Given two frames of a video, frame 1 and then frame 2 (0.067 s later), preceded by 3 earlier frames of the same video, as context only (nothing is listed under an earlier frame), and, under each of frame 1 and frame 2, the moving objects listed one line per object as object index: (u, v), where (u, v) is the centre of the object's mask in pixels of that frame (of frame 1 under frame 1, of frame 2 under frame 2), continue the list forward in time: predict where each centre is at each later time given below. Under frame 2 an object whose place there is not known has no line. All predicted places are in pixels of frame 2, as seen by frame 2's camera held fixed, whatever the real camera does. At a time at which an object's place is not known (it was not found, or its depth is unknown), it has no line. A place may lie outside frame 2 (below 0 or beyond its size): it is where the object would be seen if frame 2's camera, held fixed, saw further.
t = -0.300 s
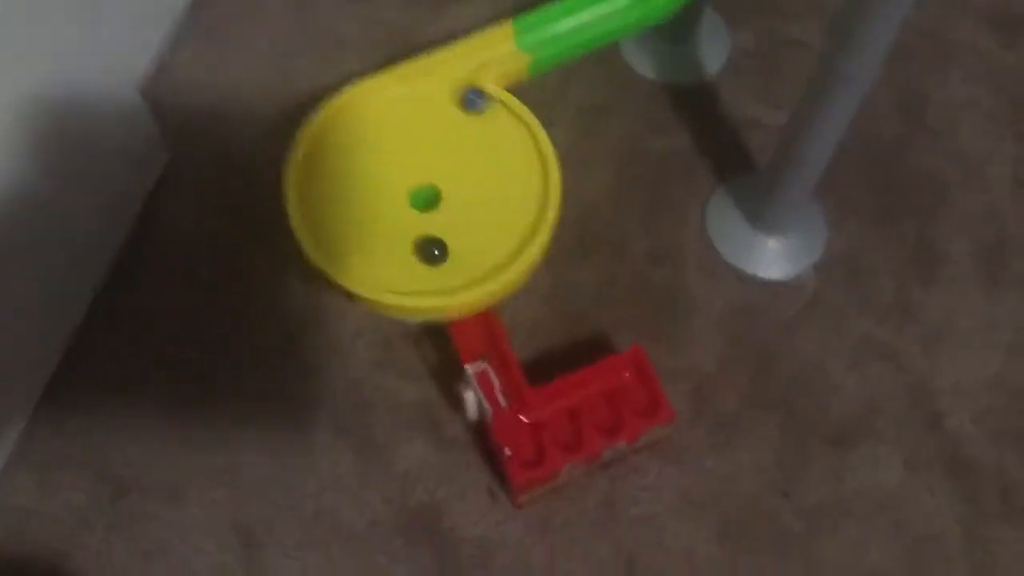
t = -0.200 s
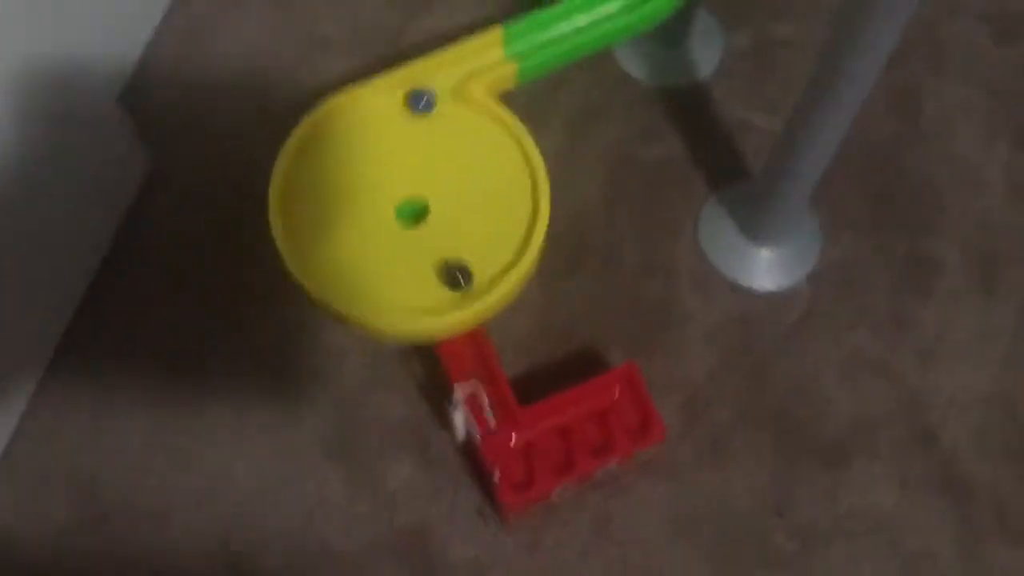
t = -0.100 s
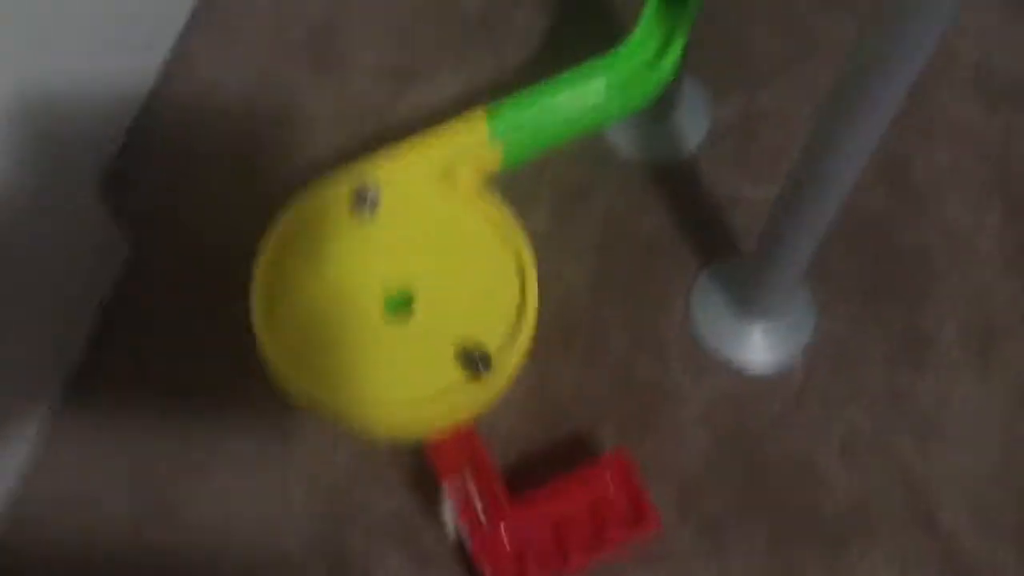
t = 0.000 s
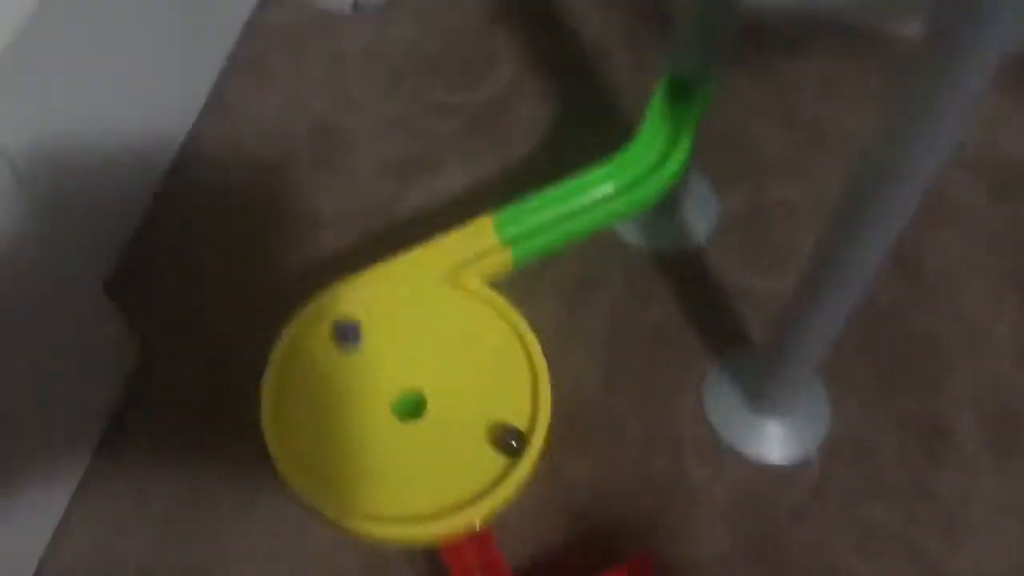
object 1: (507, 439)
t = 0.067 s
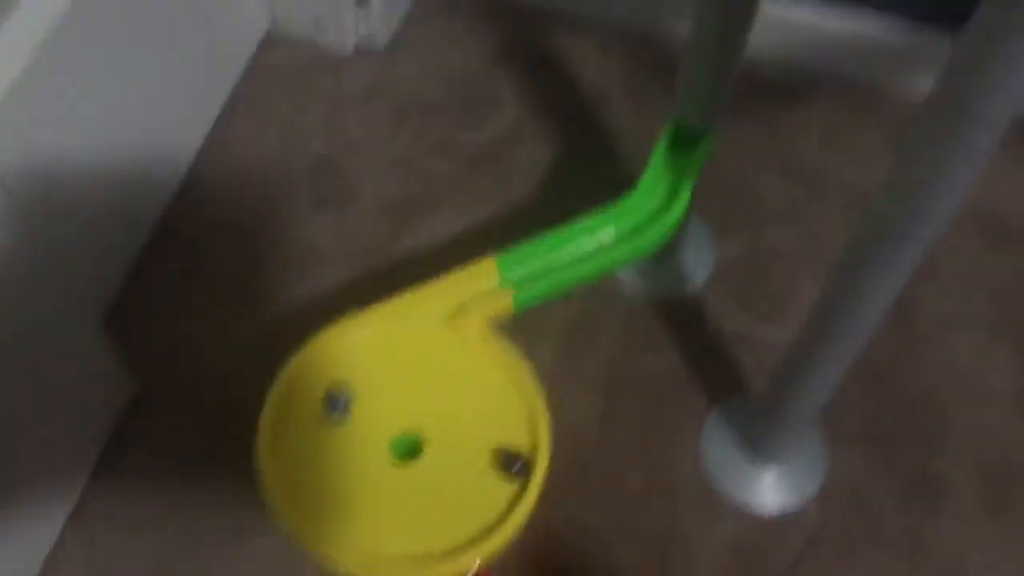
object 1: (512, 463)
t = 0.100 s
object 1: (514, 451)
